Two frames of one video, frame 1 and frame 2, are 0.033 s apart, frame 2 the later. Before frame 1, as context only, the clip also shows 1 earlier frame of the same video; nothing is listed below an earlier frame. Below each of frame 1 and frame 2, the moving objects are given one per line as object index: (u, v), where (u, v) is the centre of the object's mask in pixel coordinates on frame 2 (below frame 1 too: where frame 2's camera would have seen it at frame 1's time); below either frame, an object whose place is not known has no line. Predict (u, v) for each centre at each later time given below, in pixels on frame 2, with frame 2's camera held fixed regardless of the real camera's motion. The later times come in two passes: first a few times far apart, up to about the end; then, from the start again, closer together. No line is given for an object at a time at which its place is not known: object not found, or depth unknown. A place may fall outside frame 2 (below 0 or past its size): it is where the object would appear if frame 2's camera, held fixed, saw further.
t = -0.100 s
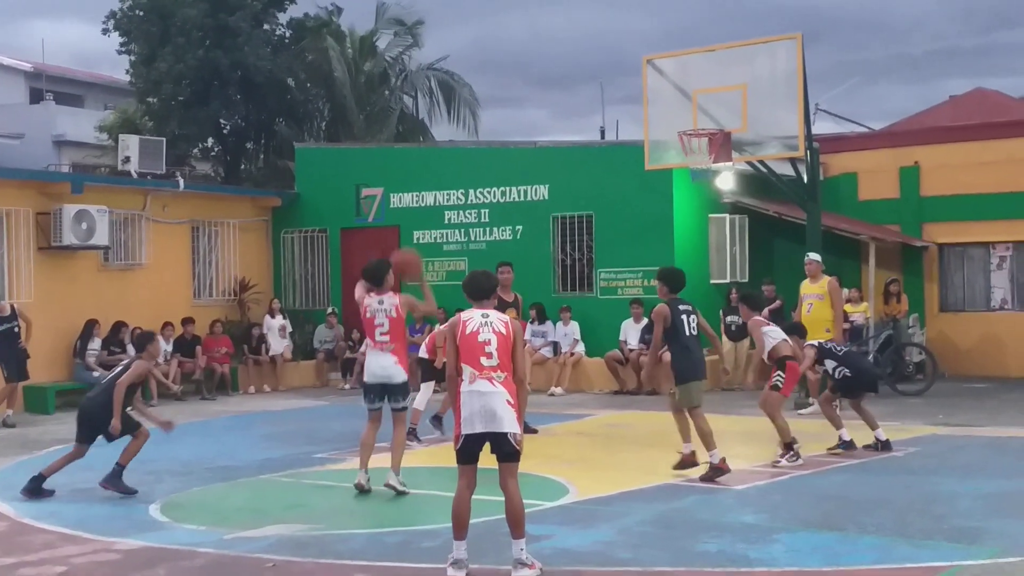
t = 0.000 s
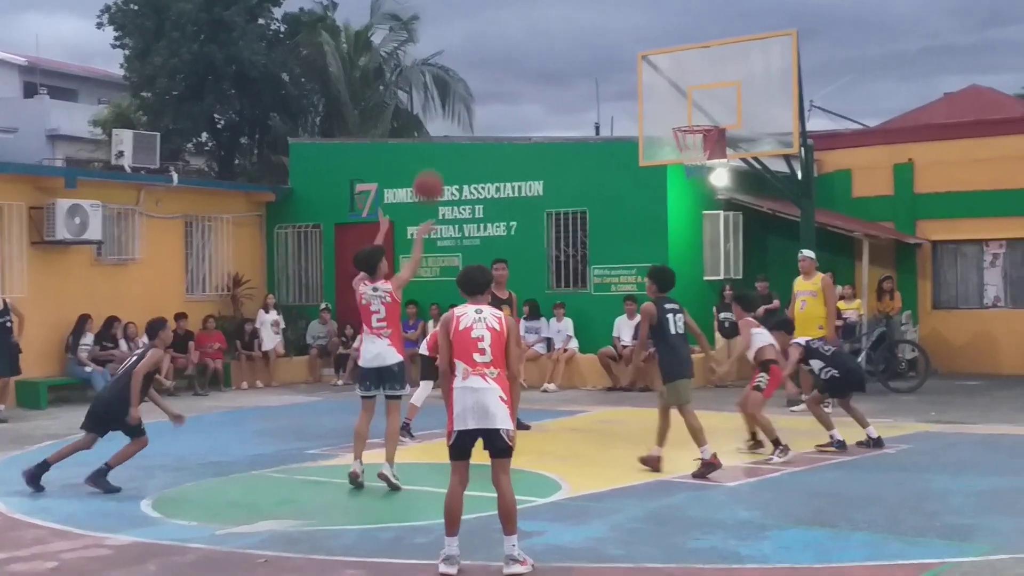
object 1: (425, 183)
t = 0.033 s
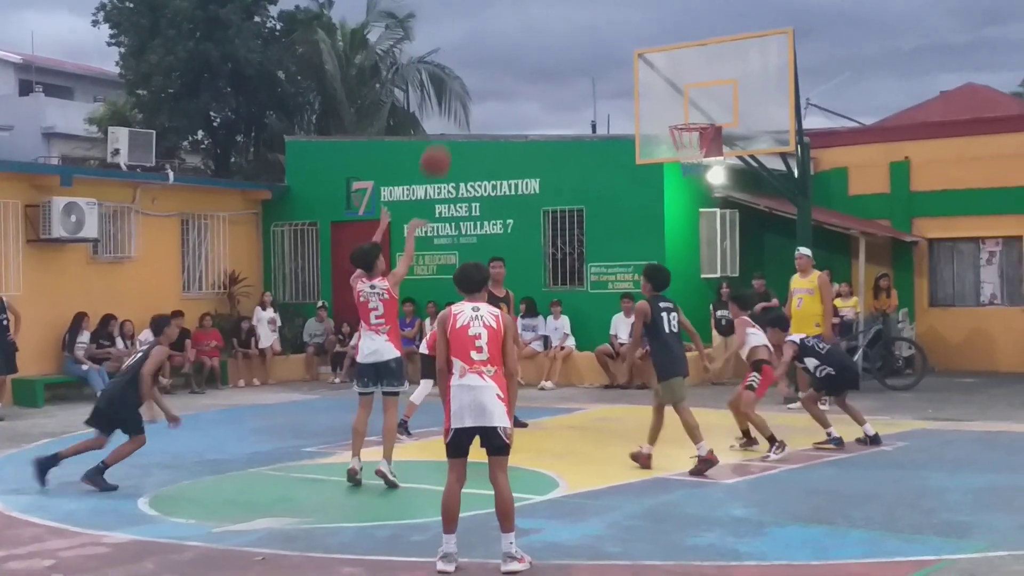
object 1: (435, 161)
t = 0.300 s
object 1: (516, 29)
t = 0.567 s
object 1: (585, -7)
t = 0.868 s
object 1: (653, 40)
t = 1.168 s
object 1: (675, 98)
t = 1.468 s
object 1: (626, 75)
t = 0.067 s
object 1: (446, 140)
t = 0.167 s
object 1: (477, 83)
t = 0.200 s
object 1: (488, 68)
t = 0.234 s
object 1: (497, 53)
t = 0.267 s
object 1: (506, 41)
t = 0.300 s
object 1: (516, 29)
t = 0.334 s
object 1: (526, 20)
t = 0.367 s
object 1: (535, 11)
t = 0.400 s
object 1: (543, 4)
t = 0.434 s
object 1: (552, -1)
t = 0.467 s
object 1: (561, -4)
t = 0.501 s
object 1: (569, -6)
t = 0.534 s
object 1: (577, -6)
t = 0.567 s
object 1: (585, -7)
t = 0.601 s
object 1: (593, -6)
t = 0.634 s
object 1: (601, -4)
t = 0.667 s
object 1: (609, -2)
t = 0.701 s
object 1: (617, 2)
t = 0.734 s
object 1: (624, 8)
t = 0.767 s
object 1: (632, 14)
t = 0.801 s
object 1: (639, 22)
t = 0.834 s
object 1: (646, 31)
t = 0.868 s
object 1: (653, 40)
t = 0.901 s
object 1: (660, 50)
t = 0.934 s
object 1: (667, 61)
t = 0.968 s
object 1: (673, 73)
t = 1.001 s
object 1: (680, 86)
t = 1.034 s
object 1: (686, 100)
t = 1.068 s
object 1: (691, 112)
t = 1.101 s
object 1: (685, 114)
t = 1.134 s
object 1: (680, 106)
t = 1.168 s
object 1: (675, 98)
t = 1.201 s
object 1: (670, 92)
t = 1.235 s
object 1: (664, 86)
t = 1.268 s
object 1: (659, 81)
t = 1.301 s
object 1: (654, 77)
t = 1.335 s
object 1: (649, 75)
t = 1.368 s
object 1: (643, 73)
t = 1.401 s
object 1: (637, 72)
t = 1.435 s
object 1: (632, 73)
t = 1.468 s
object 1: (626, 75)
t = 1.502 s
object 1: (621, 78)
